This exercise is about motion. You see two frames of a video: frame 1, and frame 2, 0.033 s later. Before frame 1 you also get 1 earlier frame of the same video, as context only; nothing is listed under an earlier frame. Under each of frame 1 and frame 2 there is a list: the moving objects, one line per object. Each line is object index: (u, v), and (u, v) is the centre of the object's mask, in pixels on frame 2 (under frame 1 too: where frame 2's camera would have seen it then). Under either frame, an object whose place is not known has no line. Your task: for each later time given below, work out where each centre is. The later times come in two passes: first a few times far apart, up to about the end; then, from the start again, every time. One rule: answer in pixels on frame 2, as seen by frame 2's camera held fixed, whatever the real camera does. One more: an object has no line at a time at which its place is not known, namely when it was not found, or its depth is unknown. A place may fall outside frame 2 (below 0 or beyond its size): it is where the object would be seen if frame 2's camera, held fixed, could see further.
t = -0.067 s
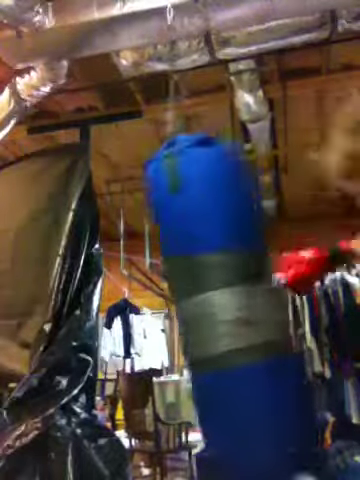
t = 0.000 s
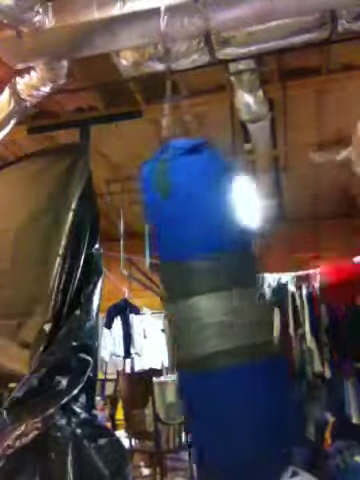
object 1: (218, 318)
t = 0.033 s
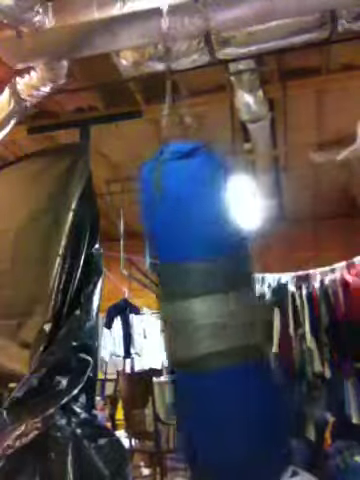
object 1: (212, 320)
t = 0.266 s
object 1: (169, 307)
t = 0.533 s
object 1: (116, 311)
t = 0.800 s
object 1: (77, 310)
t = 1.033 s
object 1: (57, 296)
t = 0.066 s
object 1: (202, 315)
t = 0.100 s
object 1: (196, 317)
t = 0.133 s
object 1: (190, 316)
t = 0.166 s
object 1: (185, 309)
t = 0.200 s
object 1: (177, 311)
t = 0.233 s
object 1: (174, 308)
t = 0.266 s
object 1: (169, 307)
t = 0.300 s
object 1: (161, 306)
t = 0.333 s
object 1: (155, 310)
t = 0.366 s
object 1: (146, 310)
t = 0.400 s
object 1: (141, 309)
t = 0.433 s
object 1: (135, 308)
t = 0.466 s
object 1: (127, 312)
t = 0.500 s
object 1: (122, 311)
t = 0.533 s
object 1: (116, 311)
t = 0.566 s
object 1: (111, 311)
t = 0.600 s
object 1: (106, 310)
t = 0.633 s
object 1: (100, 310)
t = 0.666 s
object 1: (96, 311)
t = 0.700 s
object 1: (91, 312)
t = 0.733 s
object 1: (88, 310)
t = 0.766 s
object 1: (82, 310)
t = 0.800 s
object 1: (77, 310)
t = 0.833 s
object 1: (73, 309)
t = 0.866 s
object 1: (70, 307)
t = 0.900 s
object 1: (67, 307)
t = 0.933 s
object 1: (64, 305)
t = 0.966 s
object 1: (62, 302)
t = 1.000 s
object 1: (59, 300)
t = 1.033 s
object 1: (57, 296)
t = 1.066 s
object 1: (55, 295)
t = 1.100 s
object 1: (54, 293)
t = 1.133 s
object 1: (53, 291)
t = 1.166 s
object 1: (52, 290)
